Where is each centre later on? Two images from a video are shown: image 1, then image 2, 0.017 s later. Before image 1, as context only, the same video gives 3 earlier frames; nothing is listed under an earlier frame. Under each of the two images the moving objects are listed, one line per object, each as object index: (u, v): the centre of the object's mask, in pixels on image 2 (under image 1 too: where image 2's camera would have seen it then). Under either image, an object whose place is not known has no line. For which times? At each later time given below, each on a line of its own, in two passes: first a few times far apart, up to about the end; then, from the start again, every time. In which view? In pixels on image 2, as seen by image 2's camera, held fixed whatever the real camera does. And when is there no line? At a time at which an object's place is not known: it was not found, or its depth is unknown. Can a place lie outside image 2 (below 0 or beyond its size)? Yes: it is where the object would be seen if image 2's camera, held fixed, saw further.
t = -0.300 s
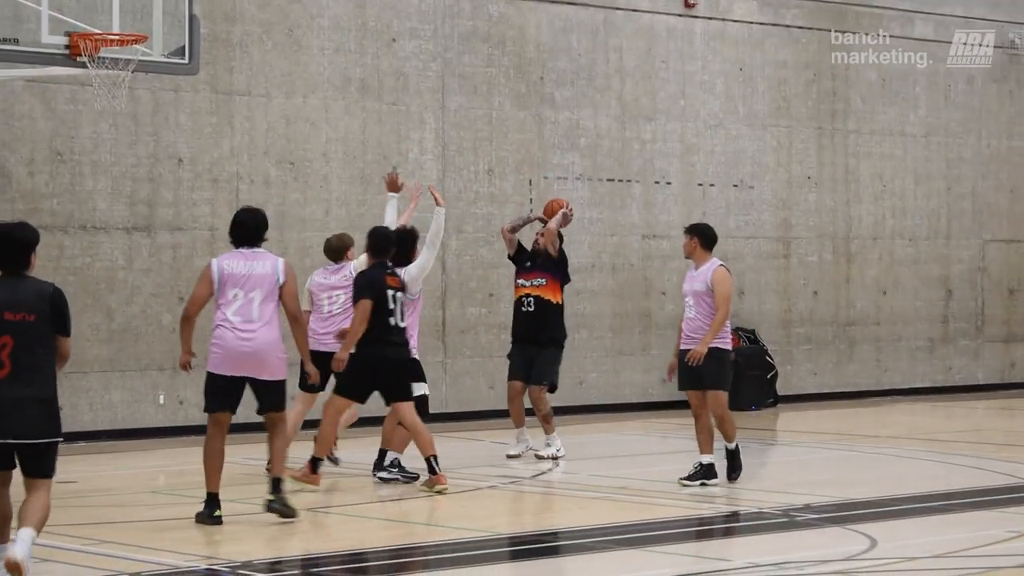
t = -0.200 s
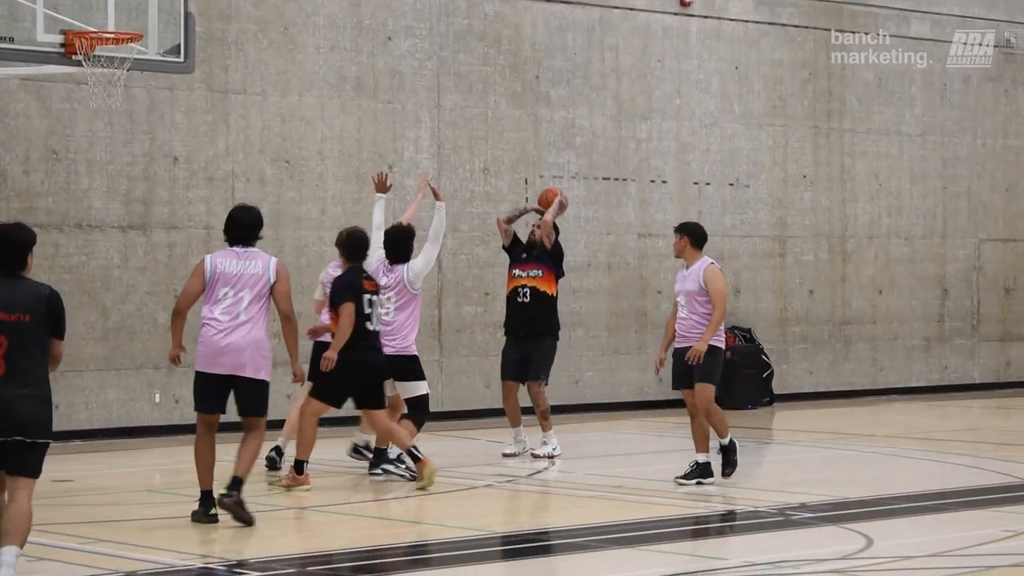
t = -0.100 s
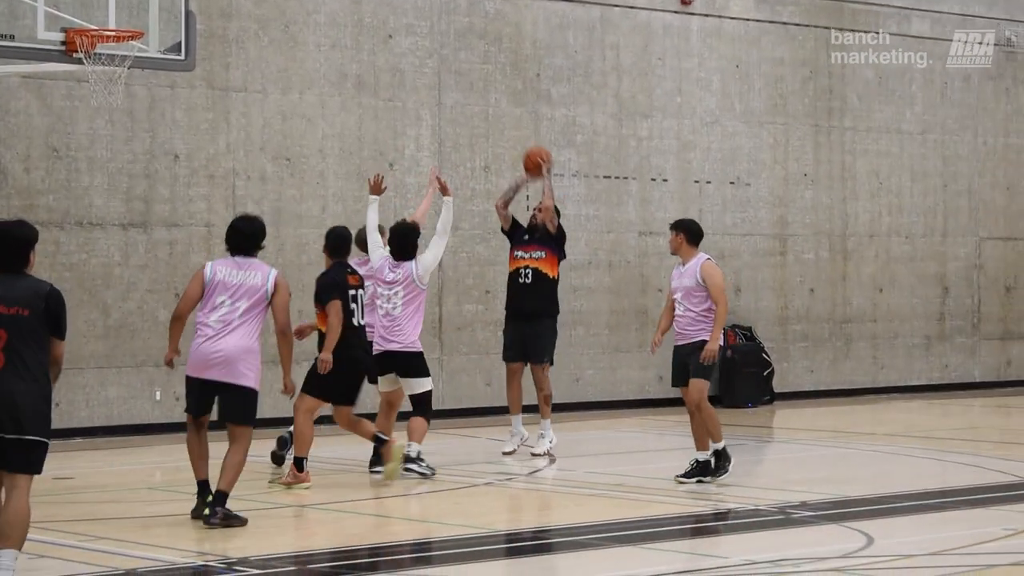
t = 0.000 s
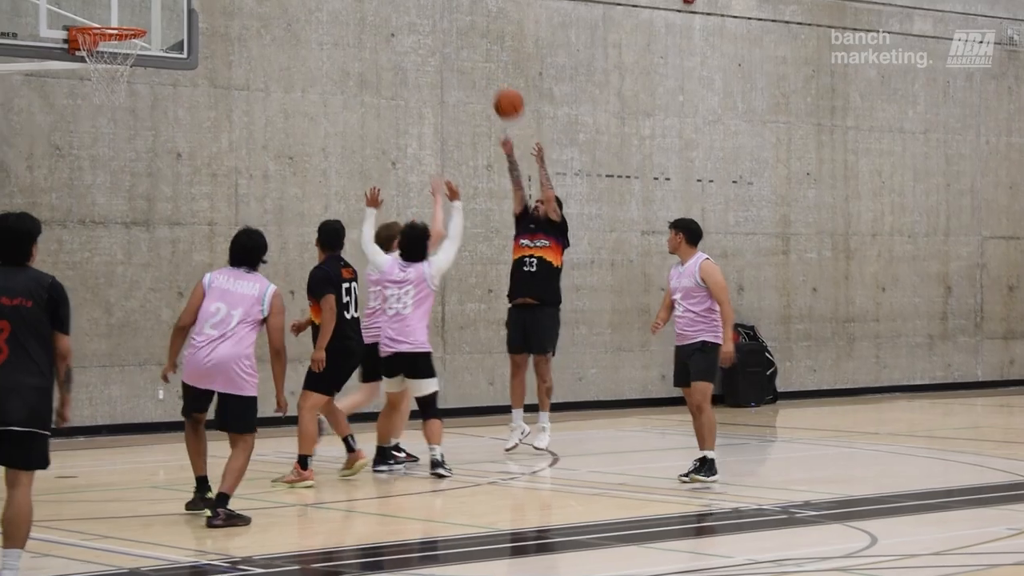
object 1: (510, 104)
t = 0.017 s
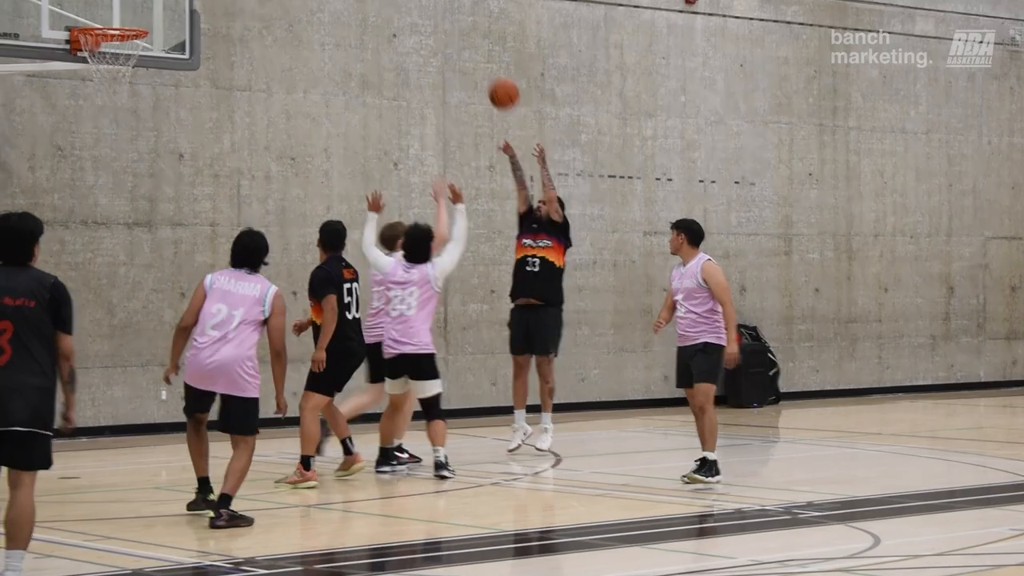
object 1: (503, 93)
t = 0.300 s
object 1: (388, -36)
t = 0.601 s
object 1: (251, -58)
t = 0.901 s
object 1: (103, 49)
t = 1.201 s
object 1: (57, 161)
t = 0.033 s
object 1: (497, 84)
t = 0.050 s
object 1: (489, 72)
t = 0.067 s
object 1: (482, 63)
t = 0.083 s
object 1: (476, 53)
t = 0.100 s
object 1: (469, 44)
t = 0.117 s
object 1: (463, 36)
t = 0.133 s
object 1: (456, 27)
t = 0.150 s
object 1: (449, 18)
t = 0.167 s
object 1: (443, 11)
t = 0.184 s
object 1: (435, 3)
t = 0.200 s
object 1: (428, -5)
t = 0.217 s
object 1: (421, -11)
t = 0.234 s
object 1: (414, -16)
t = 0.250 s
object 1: (408, -21)
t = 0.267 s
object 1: (401, -28)
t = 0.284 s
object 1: (394, -32)
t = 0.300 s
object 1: (388, -36)
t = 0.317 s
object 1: (381, -40)
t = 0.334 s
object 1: (373, -44)
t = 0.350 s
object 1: (366, -47)
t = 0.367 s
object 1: (358, -50)
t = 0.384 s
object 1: (351, -53)
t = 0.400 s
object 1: (344, -56)
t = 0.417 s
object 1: (337, -58)
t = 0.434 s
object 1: (328, -60)
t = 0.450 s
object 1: (321, -62)
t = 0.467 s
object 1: (314, -63)
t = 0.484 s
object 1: (306, -64)
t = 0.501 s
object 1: (298, -64)
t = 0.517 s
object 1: (291, -64)
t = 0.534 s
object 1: (282, -64)
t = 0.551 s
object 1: (275, -63)
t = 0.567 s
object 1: (267, -62)
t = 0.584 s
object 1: (259, -60)
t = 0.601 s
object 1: (251, -58)
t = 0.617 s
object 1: (242, -56)
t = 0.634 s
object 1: (235, -53)
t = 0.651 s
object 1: (226, -50)
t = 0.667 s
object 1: (218, -46)
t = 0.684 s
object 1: (209, -42)
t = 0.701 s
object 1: (201, -37)
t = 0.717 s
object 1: (193, -33)
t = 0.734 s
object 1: (185, -27)
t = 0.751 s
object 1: (176, -22)
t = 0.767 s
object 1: (168, -15)
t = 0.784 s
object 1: (159, -8)
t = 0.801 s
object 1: (151, -1)
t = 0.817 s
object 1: (142, 7)
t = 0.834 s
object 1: (135, 13)
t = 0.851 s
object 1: (125, 17)
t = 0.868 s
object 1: (118, 32)
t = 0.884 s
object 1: (111, 44)
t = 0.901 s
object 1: (103, 49)
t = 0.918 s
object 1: (96, 54)
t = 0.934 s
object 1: (91, 62)
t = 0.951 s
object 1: (86, 63)
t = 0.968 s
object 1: (83, 73)
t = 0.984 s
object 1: (81, 75)
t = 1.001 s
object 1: (79, 80)
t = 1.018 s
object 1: (76, 86)
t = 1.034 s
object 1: (74, 90)
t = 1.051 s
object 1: (73, 96)
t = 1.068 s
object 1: (71, 102)
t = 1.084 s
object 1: (70, 108)
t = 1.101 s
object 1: (68, 114)
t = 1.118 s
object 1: (67, 121)
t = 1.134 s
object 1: (65, 128)
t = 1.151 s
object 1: (63, 136)
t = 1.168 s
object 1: (60, 144)
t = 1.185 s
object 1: (58, 153)
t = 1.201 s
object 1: (57, 161)
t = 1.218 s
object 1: (55, 171)
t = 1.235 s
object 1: (52, 180)
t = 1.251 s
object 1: (50, 189)
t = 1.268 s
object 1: (48, 198)
